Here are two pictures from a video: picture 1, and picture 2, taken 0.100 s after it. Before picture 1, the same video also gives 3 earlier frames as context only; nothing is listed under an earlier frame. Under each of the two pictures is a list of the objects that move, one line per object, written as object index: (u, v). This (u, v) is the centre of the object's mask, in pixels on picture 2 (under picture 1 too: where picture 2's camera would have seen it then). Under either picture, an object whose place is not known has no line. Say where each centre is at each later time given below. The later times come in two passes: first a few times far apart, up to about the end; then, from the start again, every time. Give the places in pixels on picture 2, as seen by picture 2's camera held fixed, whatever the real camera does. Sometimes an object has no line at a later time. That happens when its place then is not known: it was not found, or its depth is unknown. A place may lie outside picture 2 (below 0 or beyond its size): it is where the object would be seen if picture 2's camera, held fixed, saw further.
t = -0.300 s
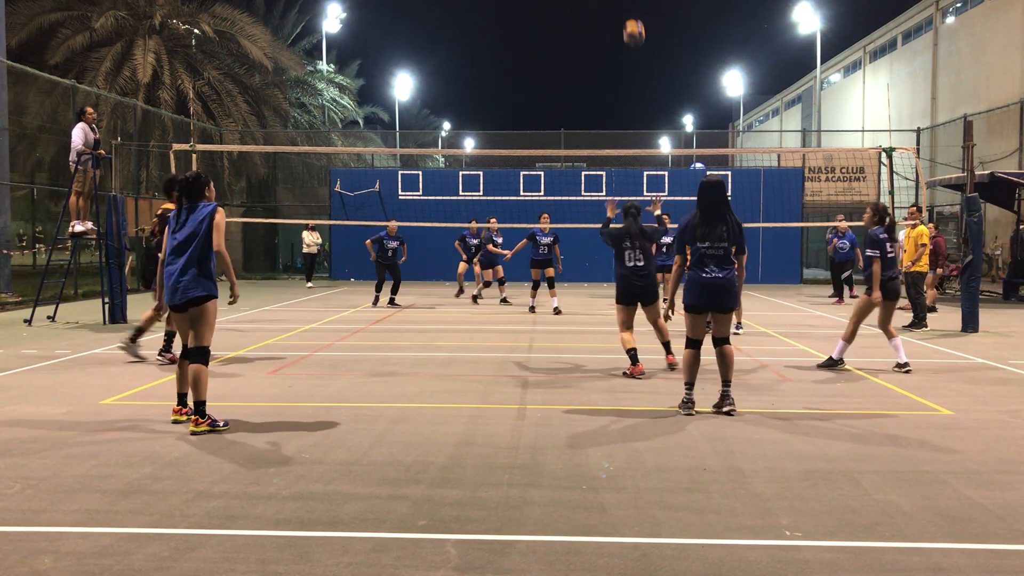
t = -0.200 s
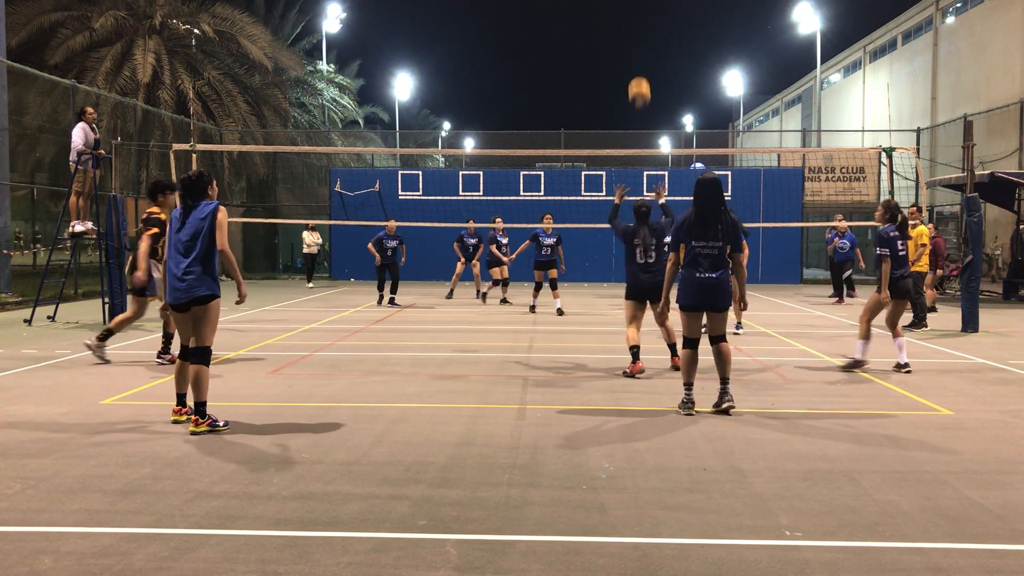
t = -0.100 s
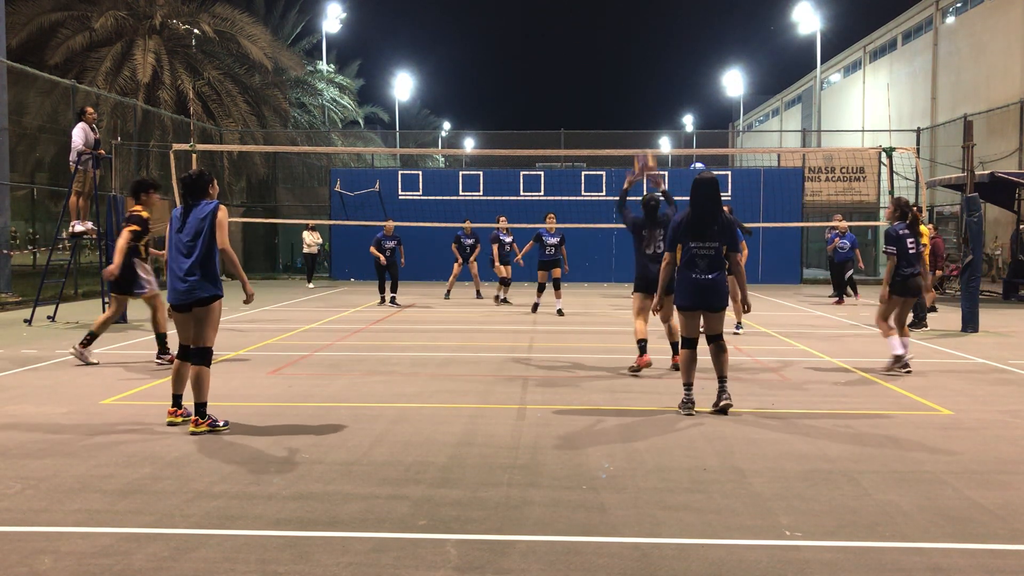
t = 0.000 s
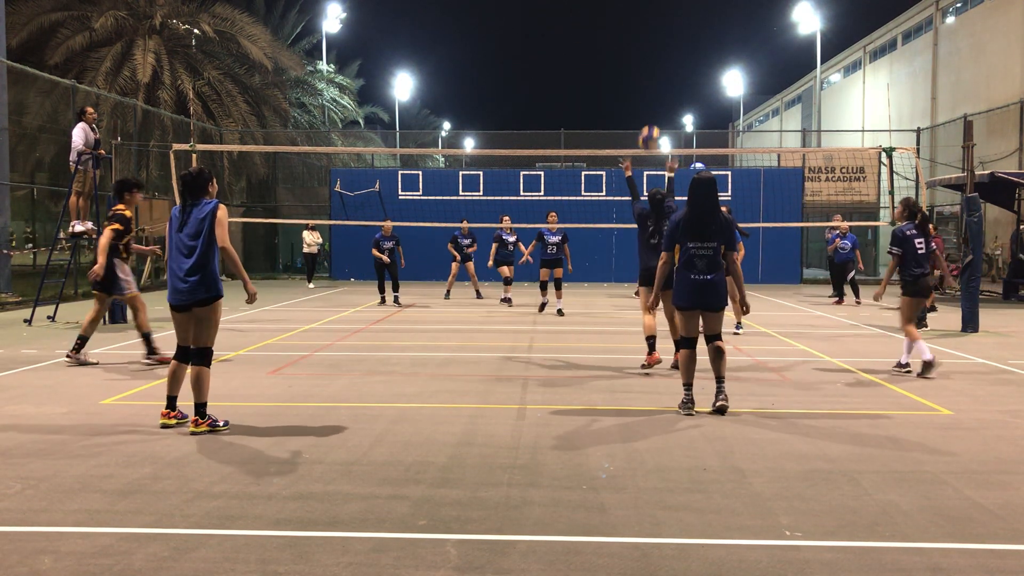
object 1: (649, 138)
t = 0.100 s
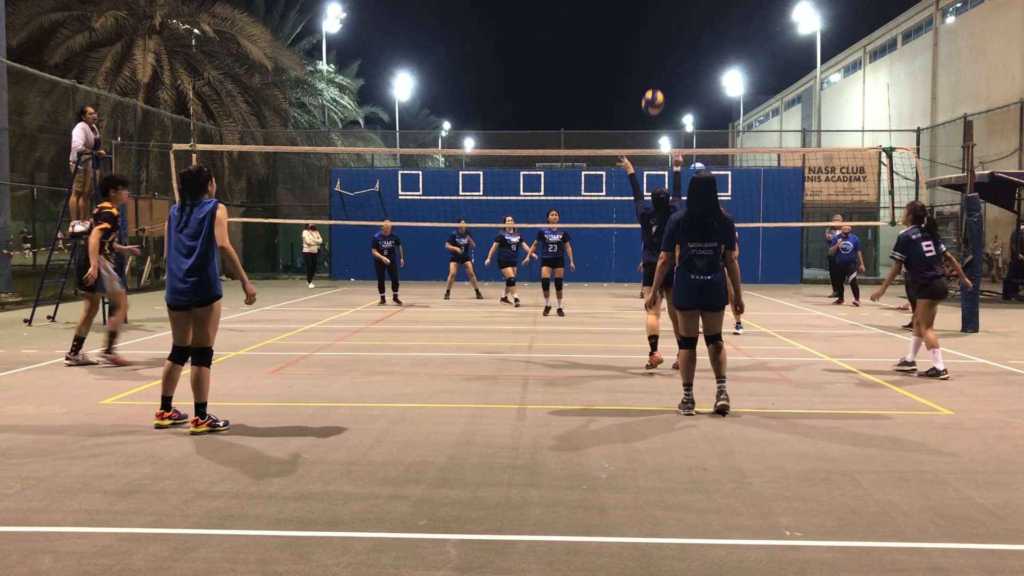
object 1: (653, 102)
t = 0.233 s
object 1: (656, 71)
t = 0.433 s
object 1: (659, 61)
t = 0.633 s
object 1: (660, 86)
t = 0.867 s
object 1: (660, 157)
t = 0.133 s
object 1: (654, 92)
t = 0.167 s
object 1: (655, 84)
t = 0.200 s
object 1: (656, 77)
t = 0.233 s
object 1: (656, 71)
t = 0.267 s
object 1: (657, 67)
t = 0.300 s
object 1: (657, 63)
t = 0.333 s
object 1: (658, 61)
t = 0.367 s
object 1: (658, 60)
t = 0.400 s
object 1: (659, 60)
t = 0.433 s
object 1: (659, 61)
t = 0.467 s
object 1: (659, 63)
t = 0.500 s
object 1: (659, 66)
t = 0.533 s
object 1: (660, 70)
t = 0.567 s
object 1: (660, 74)
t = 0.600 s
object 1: (660, 80)
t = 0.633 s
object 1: (660, 86)
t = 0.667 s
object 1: (661, 94)
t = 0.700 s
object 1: (661, 102)
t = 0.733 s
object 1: (661, 112)
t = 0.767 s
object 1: (661, 120)
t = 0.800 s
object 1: (660, 131)
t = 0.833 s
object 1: (661, 142)
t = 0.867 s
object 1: (660, 157)
